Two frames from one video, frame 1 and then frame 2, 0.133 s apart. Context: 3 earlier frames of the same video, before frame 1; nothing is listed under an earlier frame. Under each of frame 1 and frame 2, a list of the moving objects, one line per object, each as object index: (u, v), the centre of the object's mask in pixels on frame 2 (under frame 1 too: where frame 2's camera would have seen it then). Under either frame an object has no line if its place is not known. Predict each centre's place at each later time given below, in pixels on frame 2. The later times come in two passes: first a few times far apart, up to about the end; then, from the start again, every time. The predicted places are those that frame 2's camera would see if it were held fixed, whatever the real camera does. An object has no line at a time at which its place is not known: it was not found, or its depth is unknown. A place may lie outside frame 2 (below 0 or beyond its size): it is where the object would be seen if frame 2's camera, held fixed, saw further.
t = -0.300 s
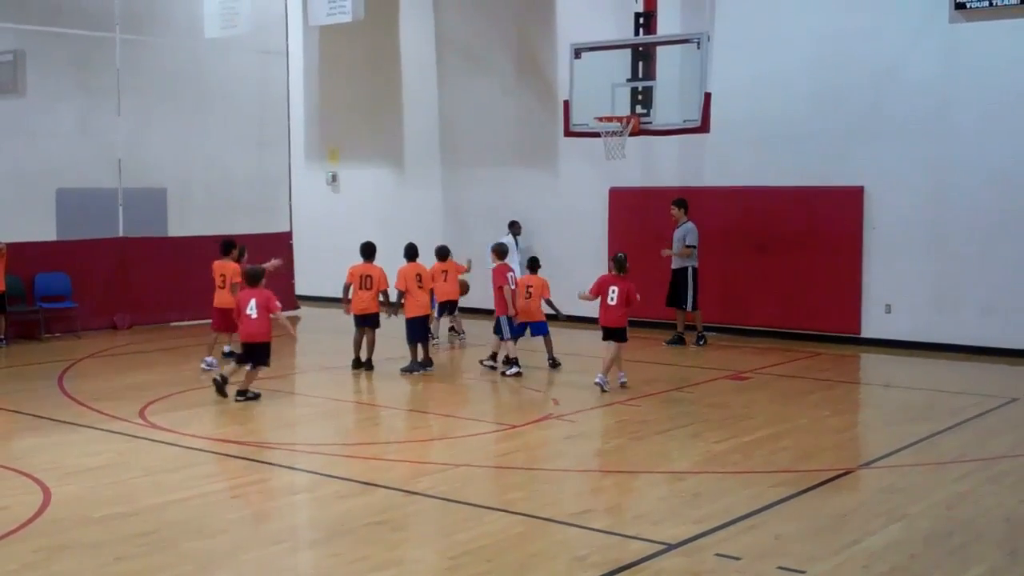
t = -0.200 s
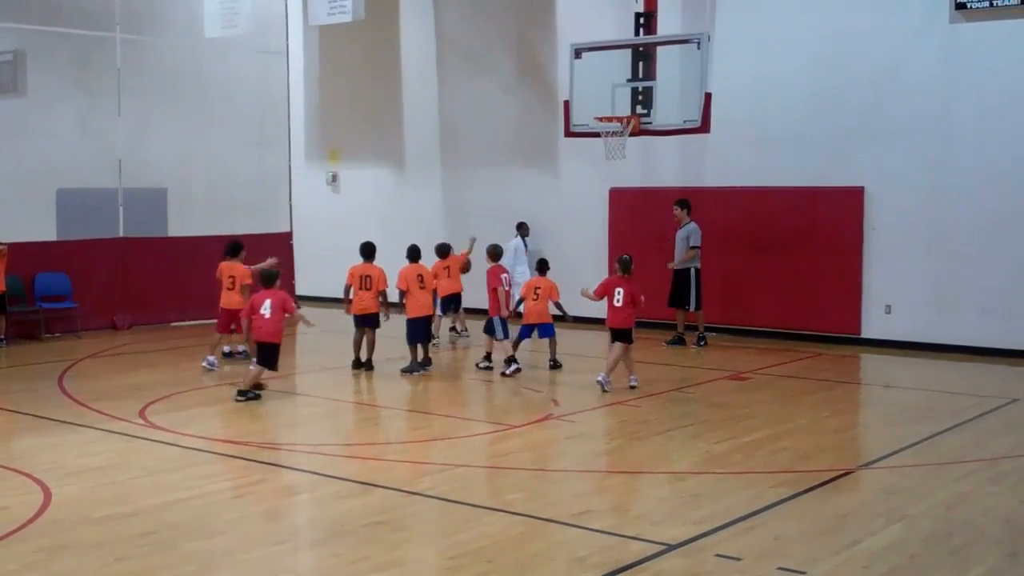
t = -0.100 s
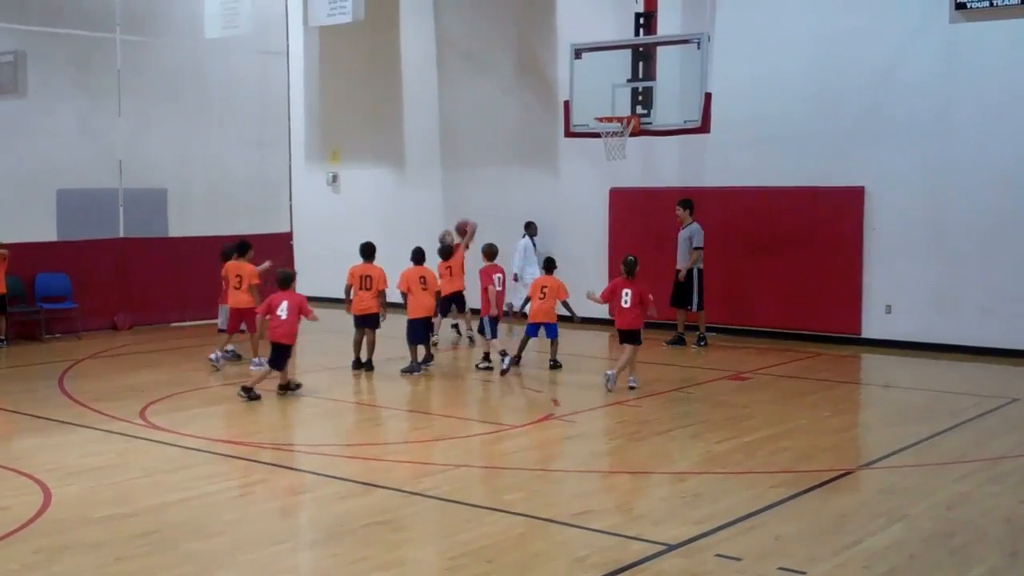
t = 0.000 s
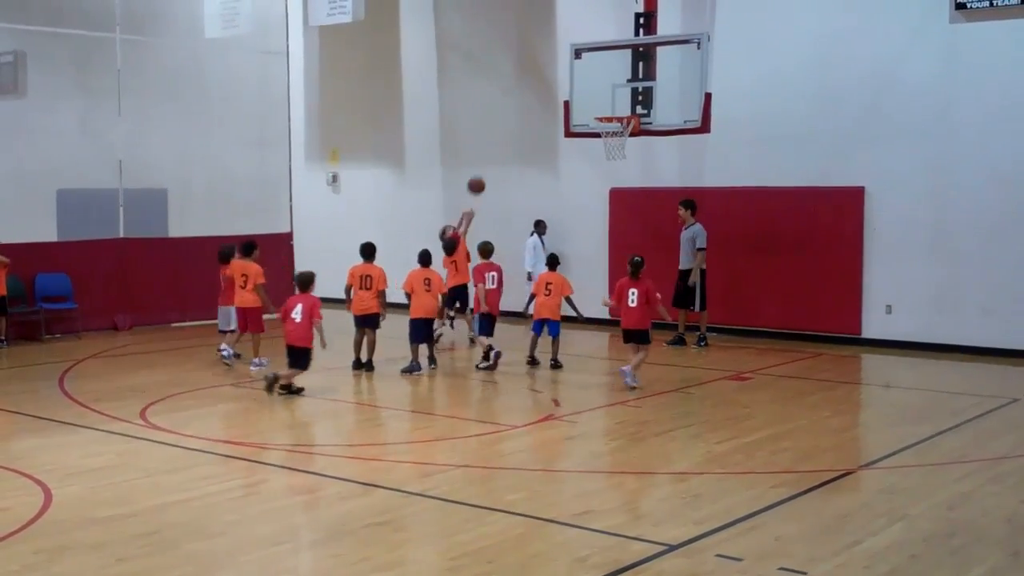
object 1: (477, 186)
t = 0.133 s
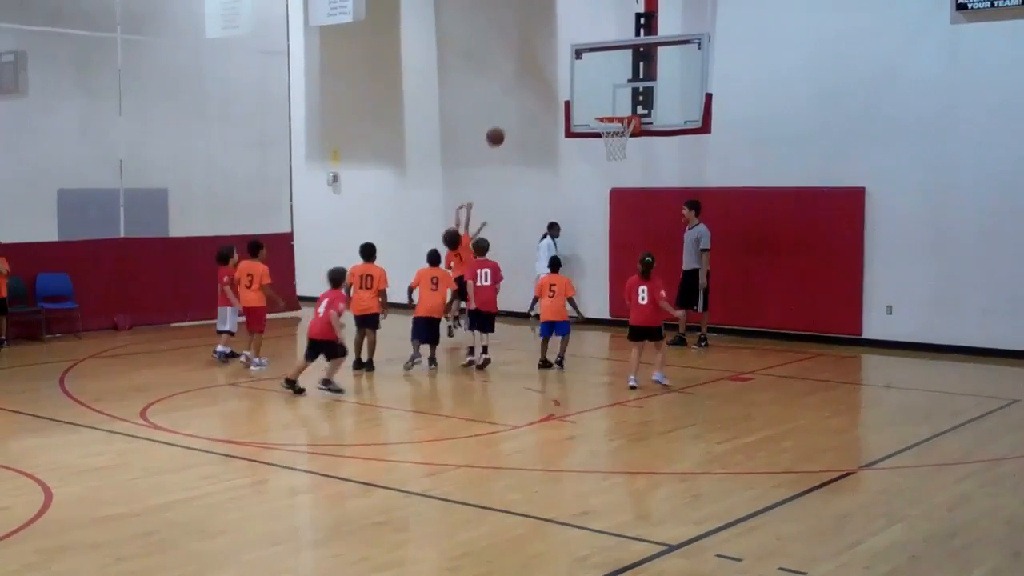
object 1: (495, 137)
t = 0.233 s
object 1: (509, 108)
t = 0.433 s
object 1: (539, 73)
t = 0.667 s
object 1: (575, 72)
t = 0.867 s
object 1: (606, 107)
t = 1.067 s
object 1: (631, 163)
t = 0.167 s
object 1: (500, 126)
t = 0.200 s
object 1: (504, 116)
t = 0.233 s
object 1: (509, 108)
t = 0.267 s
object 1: (514, 100)
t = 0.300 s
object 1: (519, 93)
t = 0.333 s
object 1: (524, 86)
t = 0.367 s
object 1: (529, 81)
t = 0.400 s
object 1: (534, 77)
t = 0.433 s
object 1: (539, 73)
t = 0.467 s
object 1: (544, 70)
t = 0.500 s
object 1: (549, 68)
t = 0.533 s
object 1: (554, 67)
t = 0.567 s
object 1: (559, 66)
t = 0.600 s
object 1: (564, 67)
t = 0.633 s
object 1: (570, 69)
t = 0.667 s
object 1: (575, 72)
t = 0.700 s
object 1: (580, 76)
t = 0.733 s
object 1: (586, 80)
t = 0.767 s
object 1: (591, 86)
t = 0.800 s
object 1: (596, 92)
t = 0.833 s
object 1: (601, 100)
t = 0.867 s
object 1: (606, 107)
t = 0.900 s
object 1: (611, 115)
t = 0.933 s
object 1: (615, 133)
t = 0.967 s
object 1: (622, 140)
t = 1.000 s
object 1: (626, 148)
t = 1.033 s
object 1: (629, 155)
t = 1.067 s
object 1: (631, 163)
